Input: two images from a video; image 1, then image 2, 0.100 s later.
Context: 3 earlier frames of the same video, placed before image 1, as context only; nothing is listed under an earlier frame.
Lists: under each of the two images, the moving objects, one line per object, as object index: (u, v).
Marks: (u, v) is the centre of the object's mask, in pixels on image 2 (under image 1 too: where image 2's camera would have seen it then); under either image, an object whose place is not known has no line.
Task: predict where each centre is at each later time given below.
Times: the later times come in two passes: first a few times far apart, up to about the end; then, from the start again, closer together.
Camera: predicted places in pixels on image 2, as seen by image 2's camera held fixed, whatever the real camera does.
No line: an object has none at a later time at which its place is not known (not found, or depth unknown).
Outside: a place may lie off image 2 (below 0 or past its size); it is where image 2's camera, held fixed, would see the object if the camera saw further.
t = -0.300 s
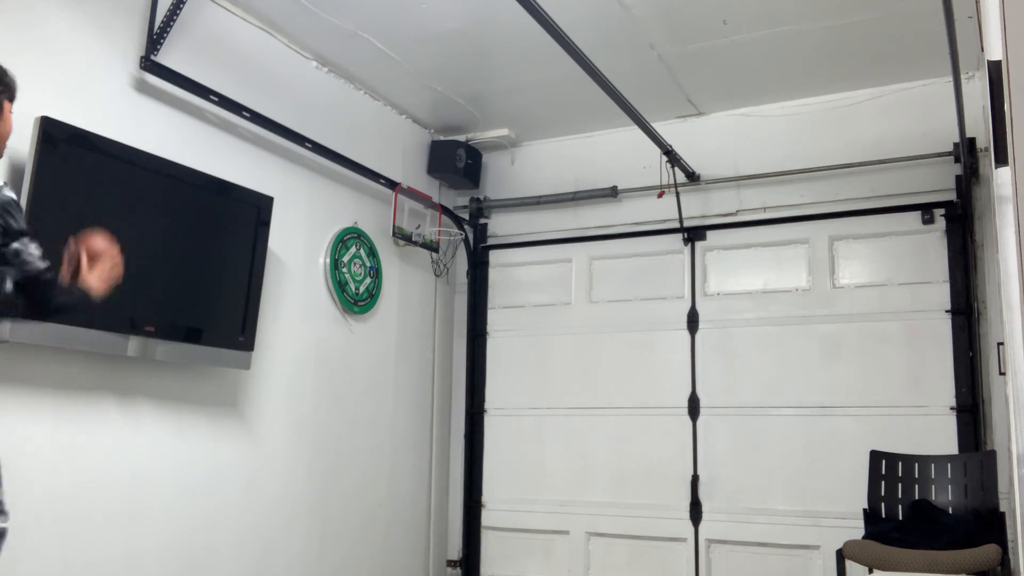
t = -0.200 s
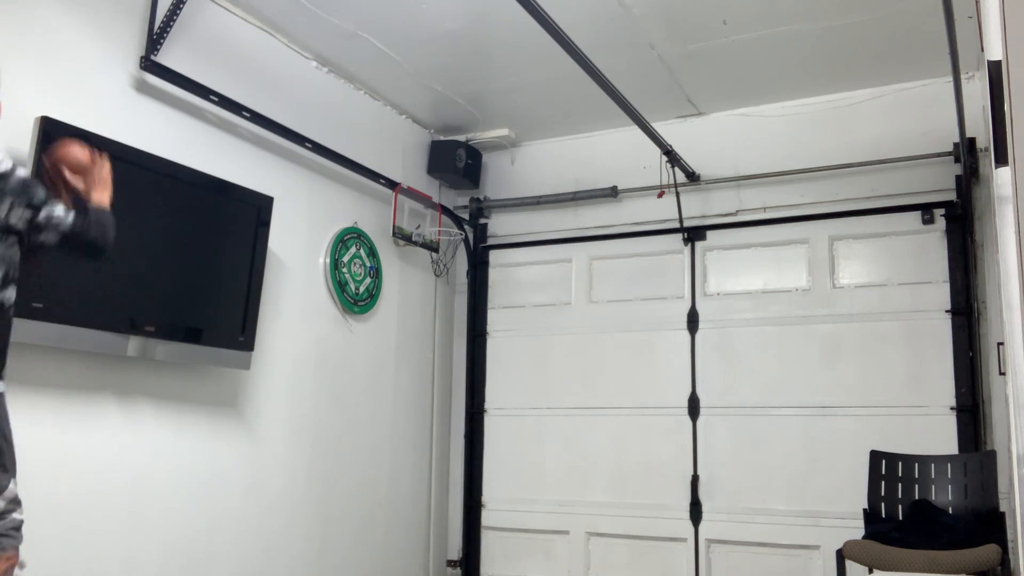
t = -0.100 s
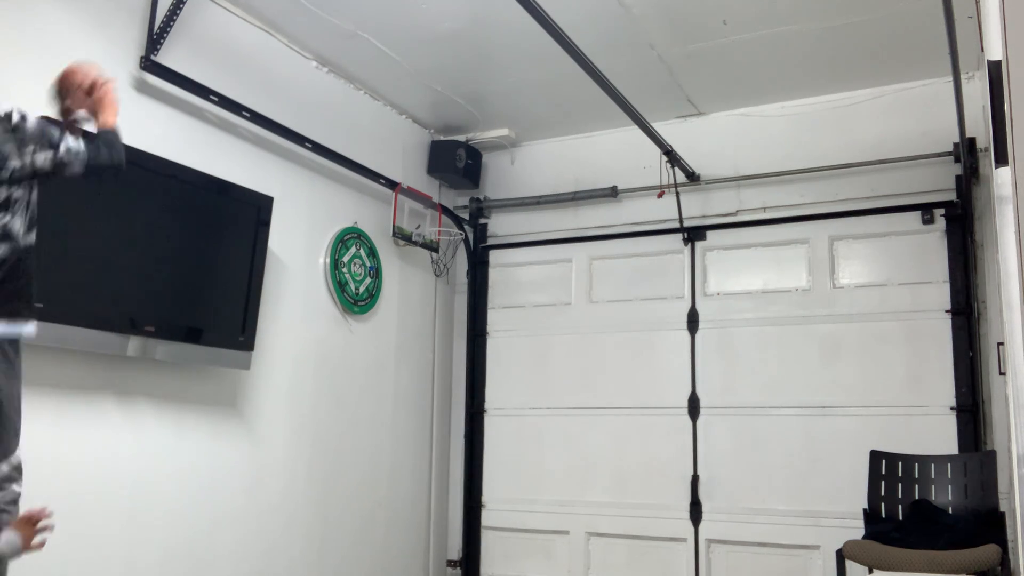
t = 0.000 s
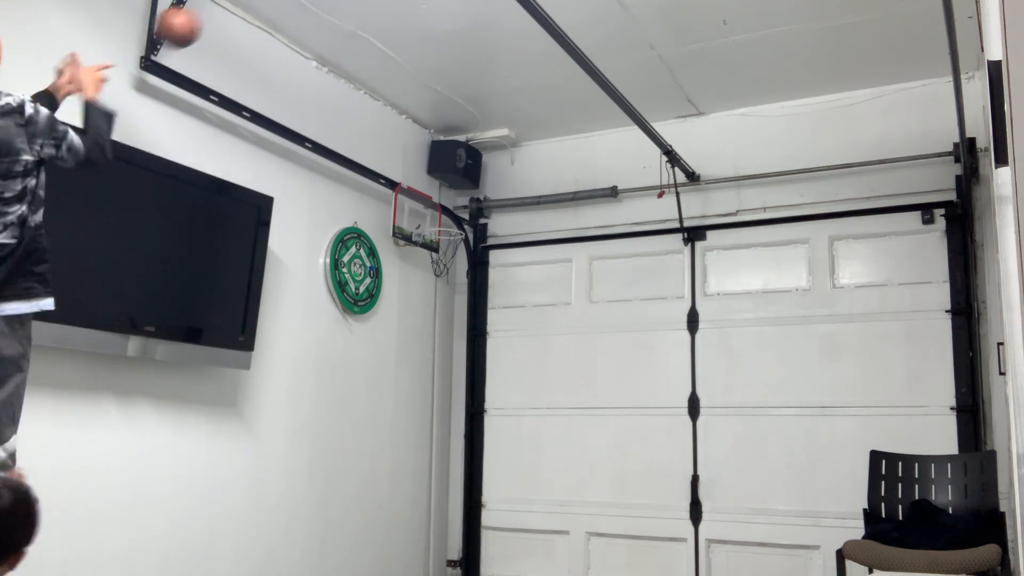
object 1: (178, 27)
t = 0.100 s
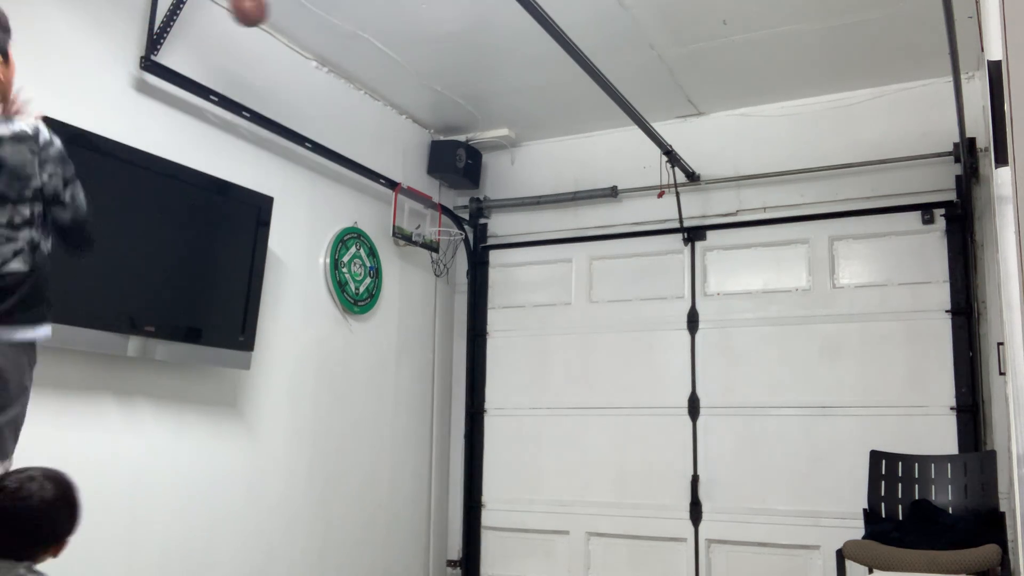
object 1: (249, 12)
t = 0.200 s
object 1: (303, 16)
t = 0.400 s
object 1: (383, 87)
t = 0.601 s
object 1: (438, 207)
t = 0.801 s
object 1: (469, 255)
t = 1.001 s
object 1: (500, 374)
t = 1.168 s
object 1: (523, 560)
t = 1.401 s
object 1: (550, 510)
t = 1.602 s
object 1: (569, 452)
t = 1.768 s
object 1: (583, 489)
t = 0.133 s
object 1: (269, 12)
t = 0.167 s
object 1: (287, 13)
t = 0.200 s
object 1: (303, 16)
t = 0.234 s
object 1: (318, 24)
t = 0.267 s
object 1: (333, 33)
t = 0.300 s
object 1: (347, 44)
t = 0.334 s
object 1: (359, 57)
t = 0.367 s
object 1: (371, 71)
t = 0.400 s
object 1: (383, 87)
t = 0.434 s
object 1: (393, 104)
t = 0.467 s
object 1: (403, 121)
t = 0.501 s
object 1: (413, 141)
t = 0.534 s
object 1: (422, 162)
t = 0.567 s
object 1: (430, 184)
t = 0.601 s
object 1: (438, 207)
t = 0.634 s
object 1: (444, 225)
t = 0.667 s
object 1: (449, 227)
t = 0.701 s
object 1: (453, 230)
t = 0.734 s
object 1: (458, 236)
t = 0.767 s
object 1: (464, 245)
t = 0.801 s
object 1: (469, 255)
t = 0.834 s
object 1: (474, 268)
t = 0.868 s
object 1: (479, 283)
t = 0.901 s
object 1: (483, 301)
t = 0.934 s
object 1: (488, 322)
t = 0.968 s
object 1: (493, 346)
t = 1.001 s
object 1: (500, 374)
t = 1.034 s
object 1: (504, 405)
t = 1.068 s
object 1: (509, 439)
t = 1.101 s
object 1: (514, 477)
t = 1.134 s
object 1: (519, 519)
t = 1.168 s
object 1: (523, 560)
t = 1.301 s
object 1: (540, 570)
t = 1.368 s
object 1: (547, 531)
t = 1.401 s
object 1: (550, 510)
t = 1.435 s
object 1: (553, 493)
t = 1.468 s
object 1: (556, 478)
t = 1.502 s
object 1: (559, 467)
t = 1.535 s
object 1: (562, 459)
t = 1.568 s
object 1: (565, 454)
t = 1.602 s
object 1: (569, 452)
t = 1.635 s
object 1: (572, 453)
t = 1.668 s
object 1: (575, 457)
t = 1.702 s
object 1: (577, 465)
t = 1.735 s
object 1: (580, 475)
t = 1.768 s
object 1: (583, 489)
